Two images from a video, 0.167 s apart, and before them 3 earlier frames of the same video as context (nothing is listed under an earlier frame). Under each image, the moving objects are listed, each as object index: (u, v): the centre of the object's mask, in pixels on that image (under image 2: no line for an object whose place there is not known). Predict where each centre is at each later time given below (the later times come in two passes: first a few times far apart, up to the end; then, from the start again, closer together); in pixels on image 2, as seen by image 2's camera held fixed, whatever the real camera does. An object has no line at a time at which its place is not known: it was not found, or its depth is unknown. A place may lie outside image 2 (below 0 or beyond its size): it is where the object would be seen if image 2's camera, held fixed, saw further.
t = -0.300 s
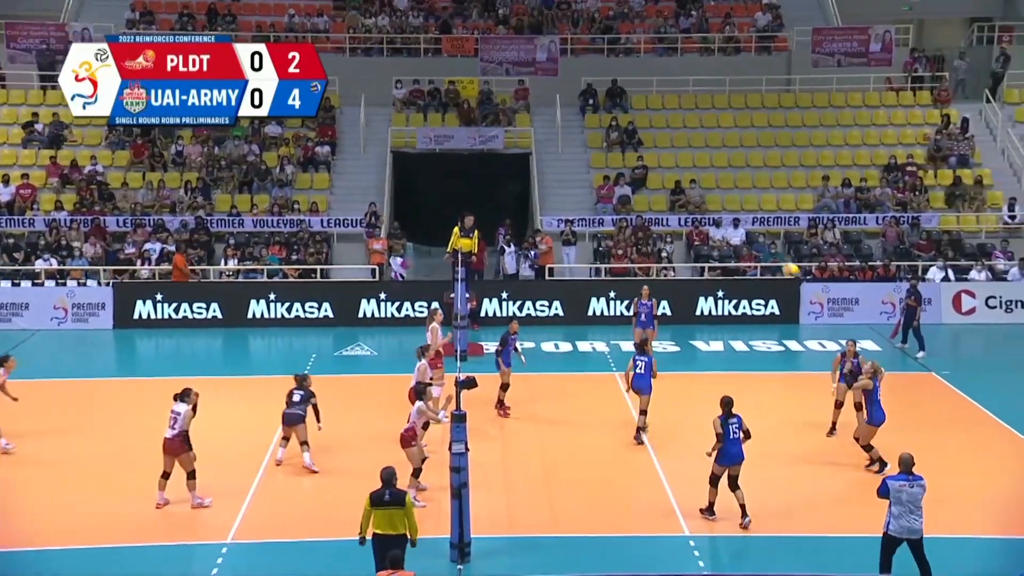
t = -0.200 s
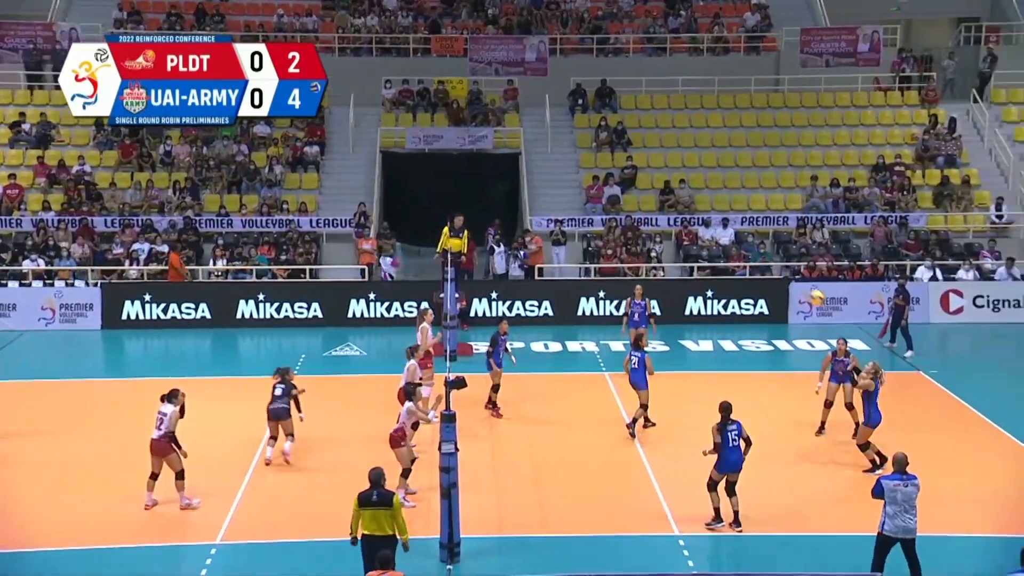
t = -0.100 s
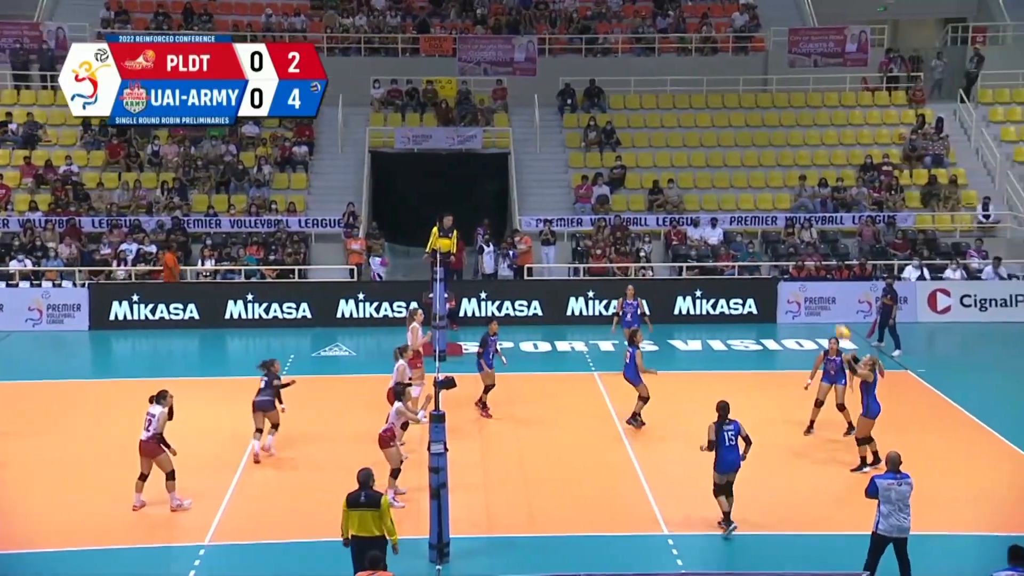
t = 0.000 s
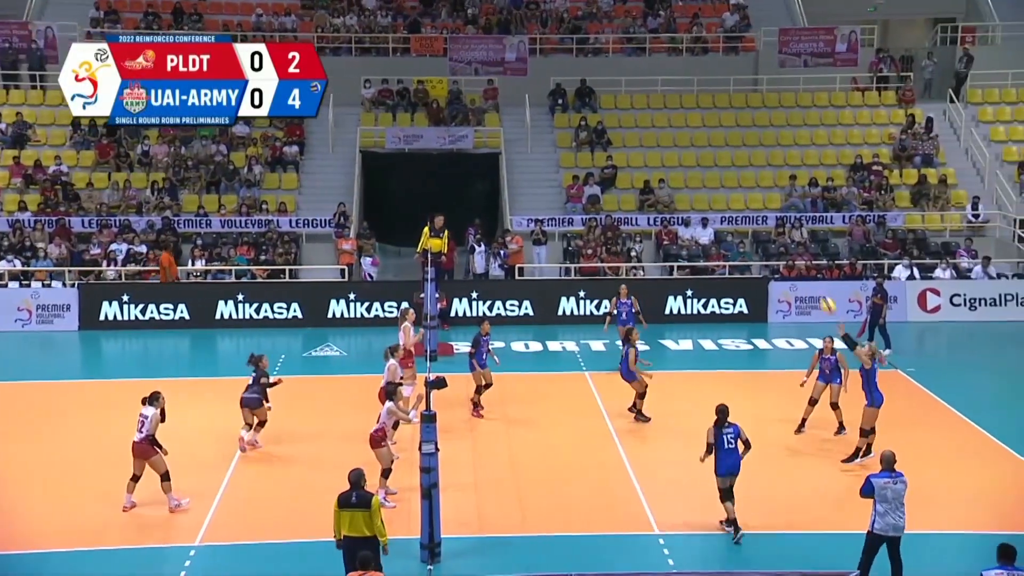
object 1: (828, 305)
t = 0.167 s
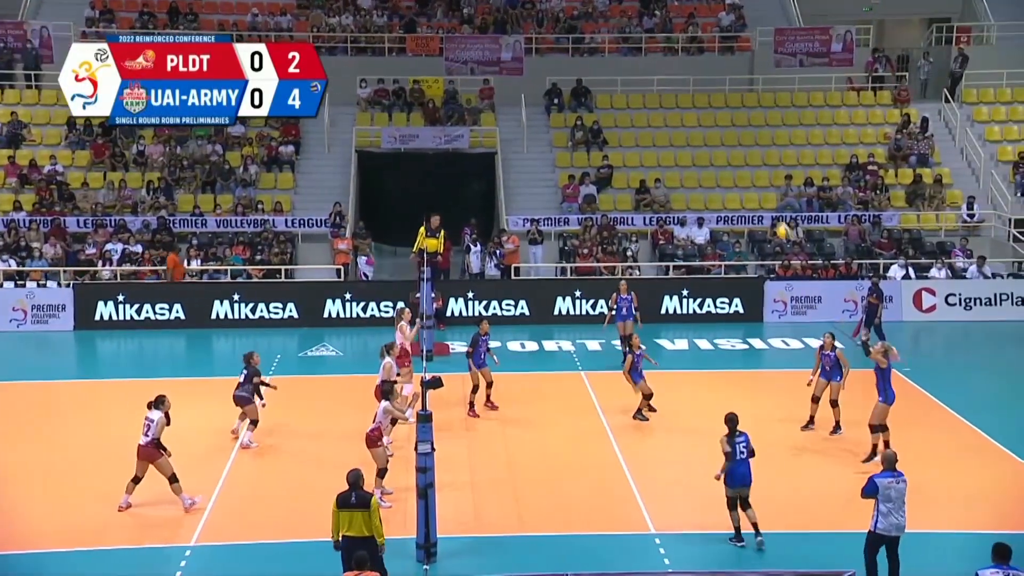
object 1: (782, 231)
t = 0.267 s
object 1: (760, 196)
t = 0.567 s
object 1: (691, 137)
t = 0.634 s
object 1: (677, 131)
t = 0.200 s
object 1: (776, 218)
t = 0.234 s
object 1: (767, 207)
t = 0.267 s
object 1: (760, 196)
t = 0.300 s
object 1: (751, 186)
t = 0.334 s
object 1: (745, 177)
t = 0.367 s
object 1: (735, 169)
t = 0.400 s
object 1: (728, 161)
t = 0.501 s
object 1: (705, 145)
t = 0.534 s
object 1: (698, 140)
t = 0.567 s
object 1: (691, 137)
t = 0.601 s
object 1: (684, 134)
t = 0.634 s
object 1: (677, 131)
